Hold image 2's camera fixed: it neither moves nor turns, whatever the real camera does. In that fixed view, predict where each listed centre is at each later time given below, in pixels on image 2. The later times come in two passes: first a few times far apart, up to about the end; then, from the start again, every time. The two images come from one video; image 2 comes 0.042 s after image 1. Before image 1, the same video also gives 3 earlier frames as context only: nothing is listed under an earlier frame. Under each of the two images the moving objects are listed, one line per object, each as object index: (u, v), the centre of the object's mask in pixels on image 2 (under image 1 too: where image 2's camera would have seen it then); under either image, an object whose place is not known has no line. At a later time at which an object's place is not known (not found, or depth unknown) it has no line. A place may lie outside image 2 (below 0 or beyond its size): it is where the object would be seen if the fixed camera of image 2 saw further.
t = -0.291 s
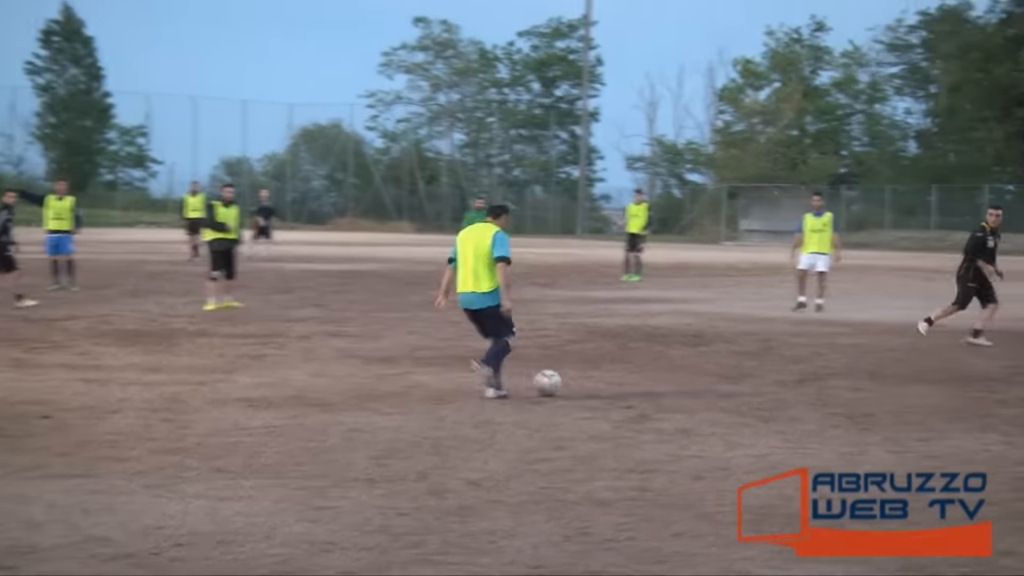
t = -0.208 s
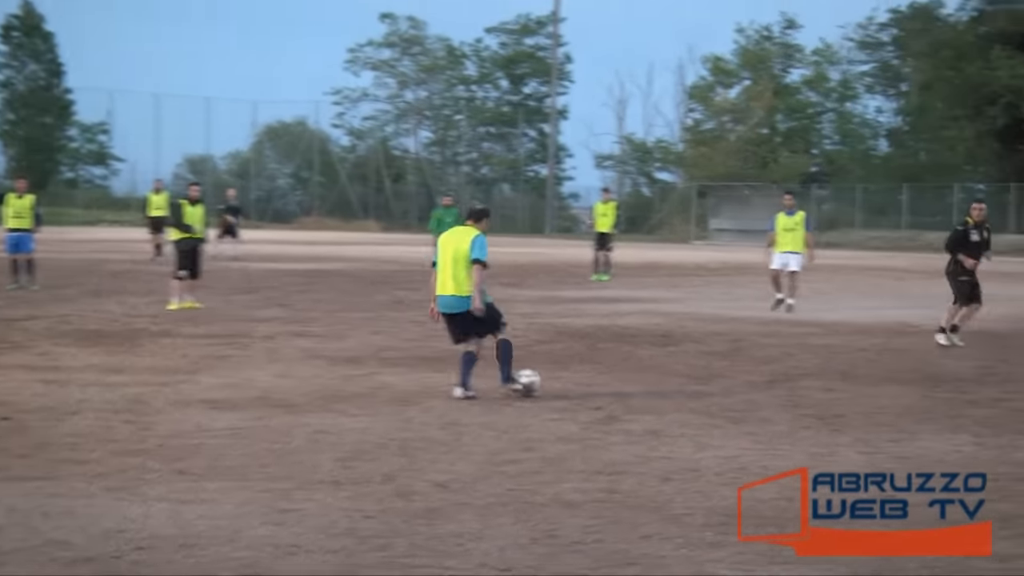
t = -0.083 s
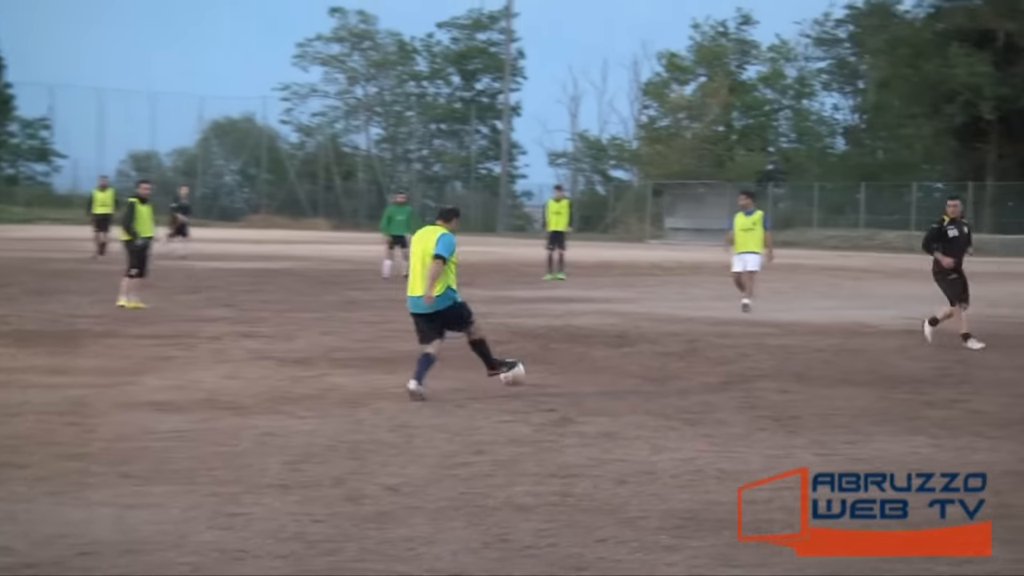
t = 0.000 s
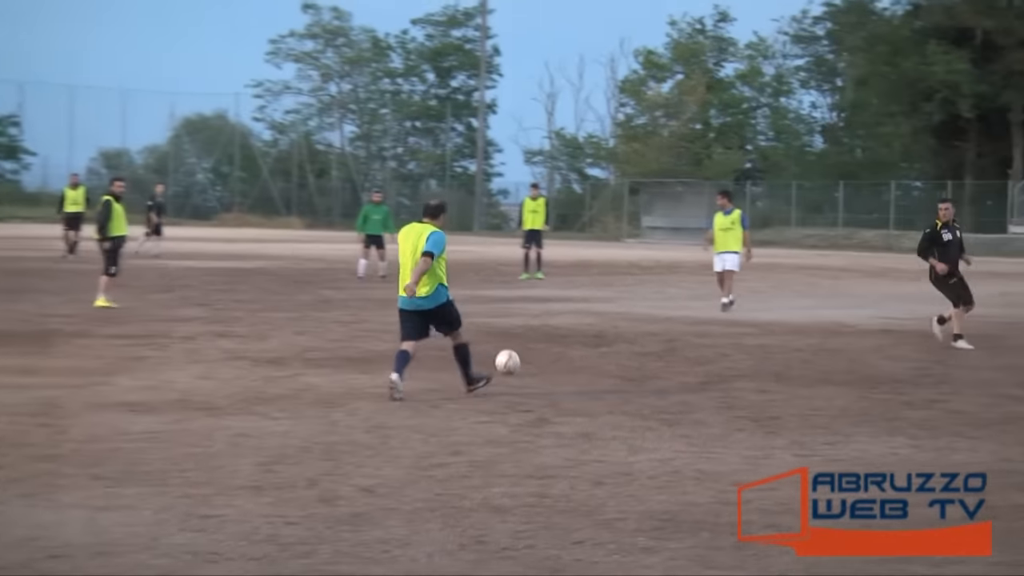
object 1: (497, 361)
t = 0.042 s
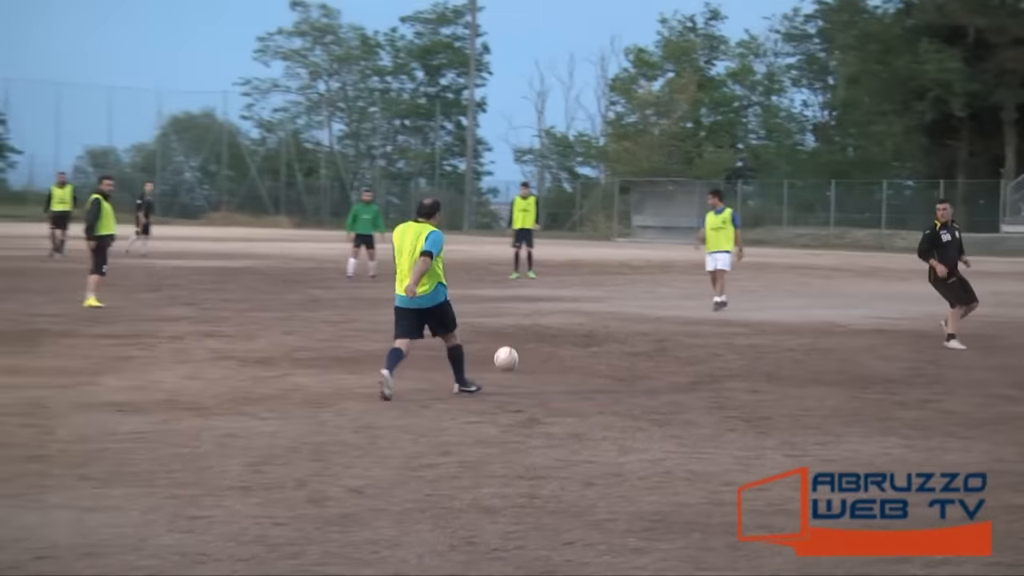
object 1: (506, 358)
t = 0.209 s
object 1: (535, 343)
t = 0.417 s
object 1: (557, 333)
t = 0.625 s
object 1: (573, 325)
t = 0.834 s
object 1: (589, 312)
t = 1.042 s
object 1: (601, 305)
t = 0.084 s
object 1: (513, 354)
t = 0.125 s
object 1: (520, 353)
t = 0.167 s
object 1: (526, 347)
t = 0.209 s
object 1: (535, 343)
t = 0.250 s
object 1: (541, 342)
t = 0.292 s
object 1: (546, 341)
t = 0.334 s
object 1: (550, 339)
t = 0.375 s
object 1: (553, 338)
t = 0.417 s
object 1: (557, 333)
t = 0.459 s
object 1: (561, 331)
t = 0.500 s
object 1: (564, 330)
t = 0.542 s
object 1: (567, 330)
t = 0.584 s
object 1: (570, 329)
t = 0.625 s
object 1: (573, 325)
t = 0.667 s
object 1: (576, 324)
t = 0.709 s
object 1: (581, 323)
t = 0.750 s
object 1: (584, 319)
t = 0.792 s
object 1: (586, 314)
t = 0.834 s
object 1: (589, 312)
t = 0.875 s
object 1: (592, 311)
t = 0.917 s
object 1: (594, 312)
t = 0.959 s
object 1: (596, 311)
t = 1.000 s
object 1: (599, 307)
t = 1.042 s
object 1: (601, 305)
